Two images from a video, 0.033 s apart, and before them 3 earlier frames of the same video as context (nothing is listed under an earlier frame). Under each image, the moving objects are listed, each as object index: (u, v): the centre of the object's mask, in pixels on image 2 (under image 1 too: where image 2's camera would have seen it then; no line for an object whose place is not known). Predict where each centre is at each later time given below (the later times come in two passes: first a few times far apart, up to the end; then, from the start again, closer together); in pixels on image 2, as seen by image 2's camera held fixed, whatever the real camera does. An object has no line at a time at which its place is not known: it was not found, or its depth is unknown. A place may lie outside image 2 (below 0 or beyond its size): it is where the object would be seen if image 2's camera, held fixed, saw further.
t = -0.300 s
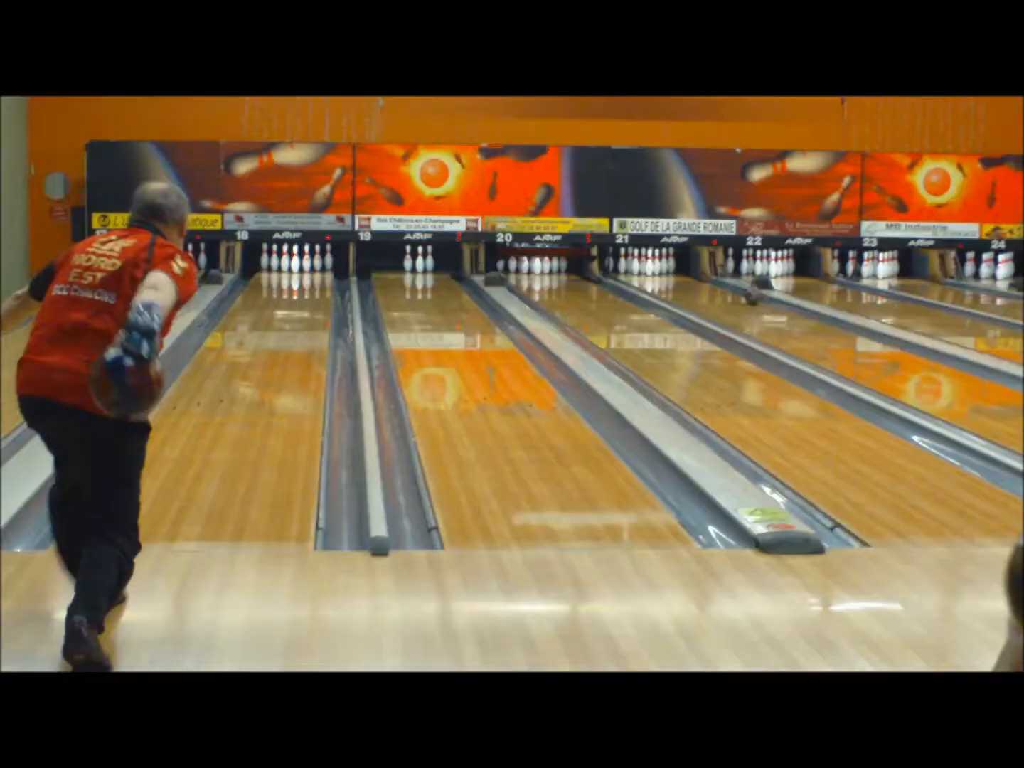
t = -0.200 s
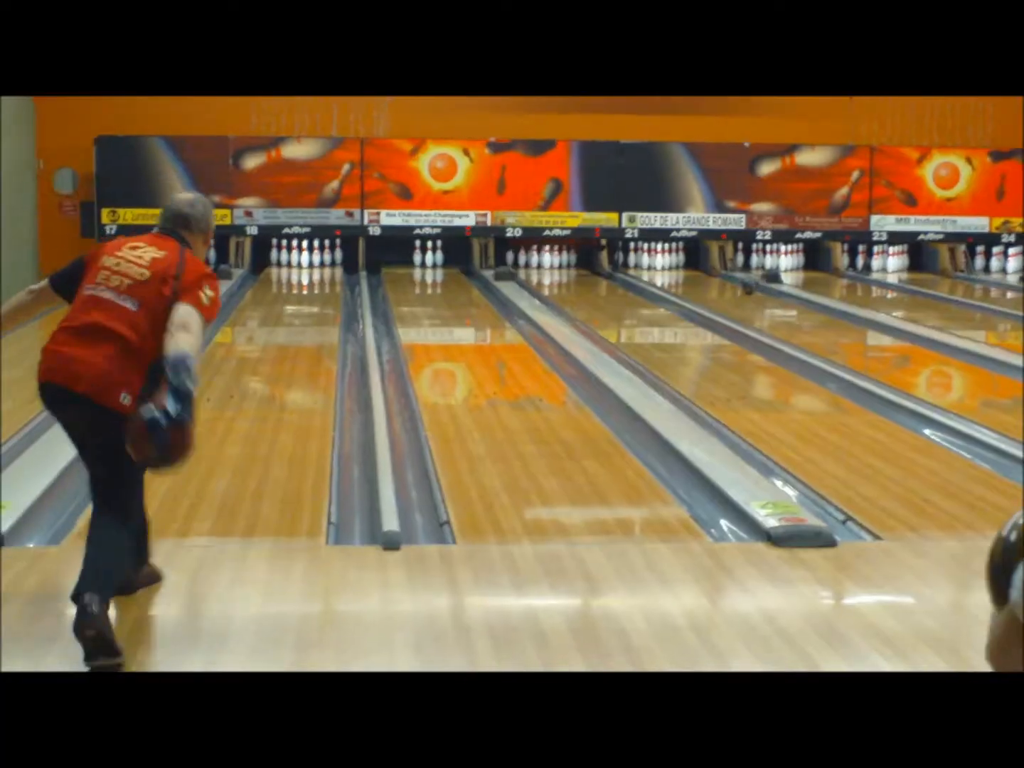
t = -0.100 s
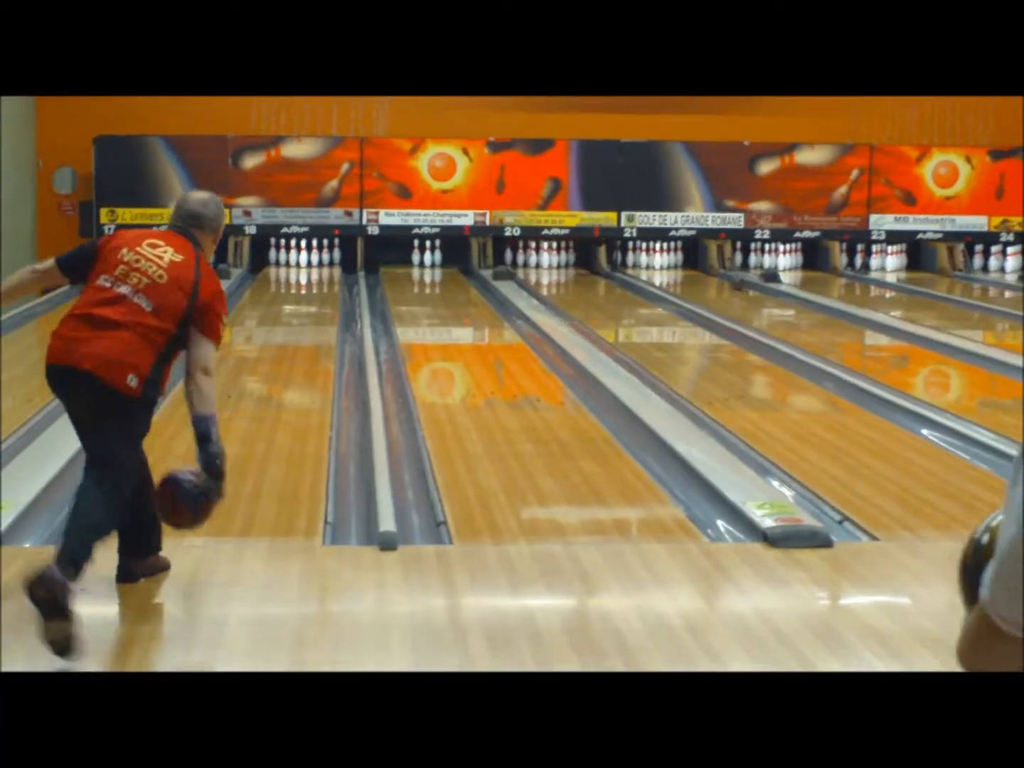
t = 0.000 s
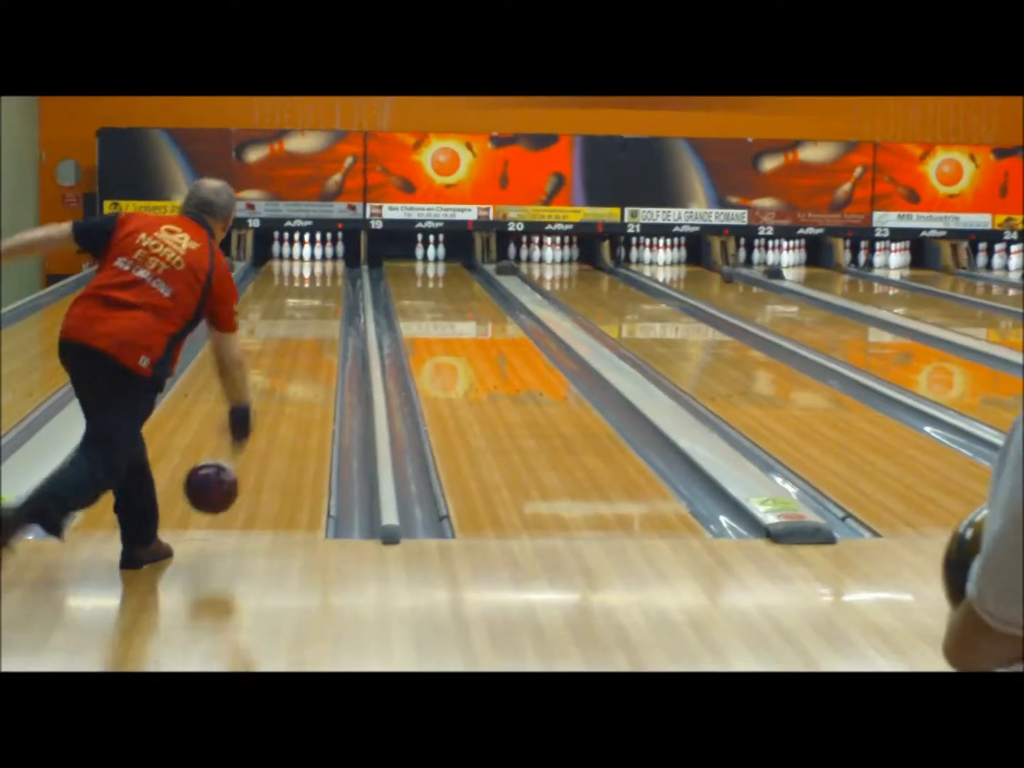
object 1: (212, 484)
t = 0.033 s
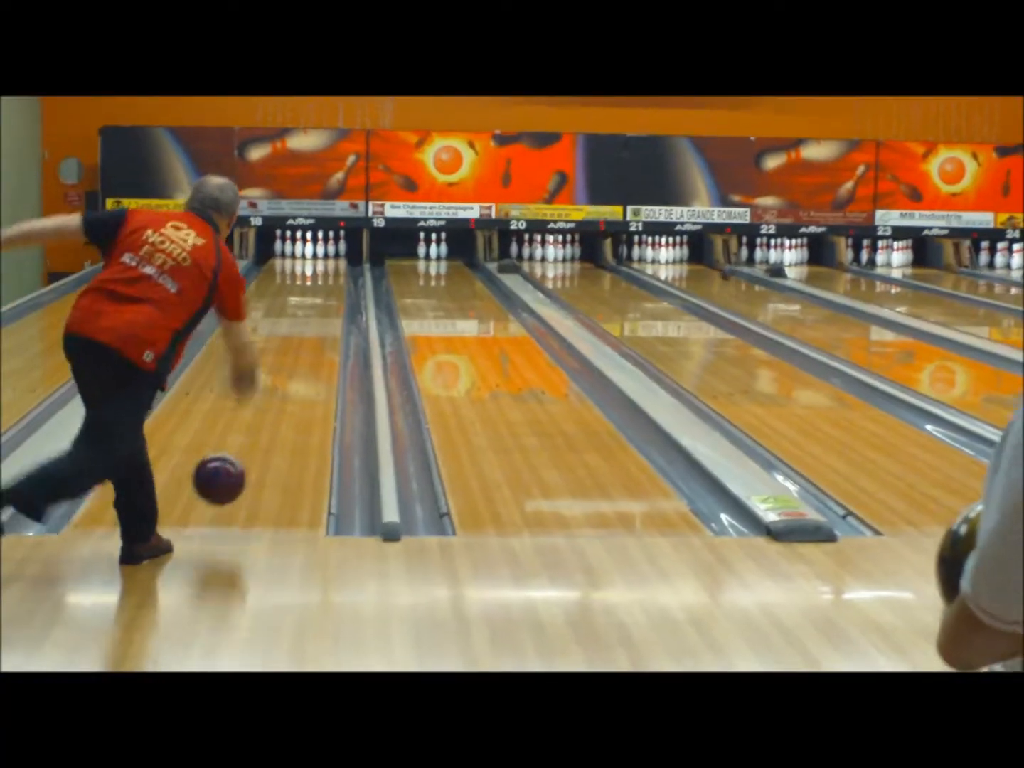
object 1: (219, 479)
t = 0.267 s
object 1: (257, 442)
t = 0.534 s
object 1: (285, 389)
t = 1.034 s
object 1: (317, 328)
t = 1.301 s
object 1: (323, 307)
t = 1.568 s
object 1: (330, 290)
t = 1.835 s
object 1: (333, 277)
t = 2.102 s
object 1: (332, 266)
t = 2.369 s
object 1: (328, 258)
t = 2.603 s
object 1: (322, 251)
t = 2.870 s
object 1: (321, 249)
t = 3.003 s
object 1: (321, 252)
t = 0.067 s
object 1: (226, 477)
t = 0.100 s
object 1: (232, 477)
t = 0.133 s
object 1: (237, 478)
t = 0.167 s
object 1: (242, 467)
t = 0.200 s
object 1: (247, 458)
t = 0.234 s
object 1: (253, 450)
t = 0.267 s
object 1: (257, 442)
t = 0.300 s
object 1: (261, 433)
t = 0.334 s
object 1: (265, 427)
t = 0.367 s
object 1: (269, 419)
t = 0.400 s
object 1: (272, 412)
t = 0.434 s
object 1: (275, 405)
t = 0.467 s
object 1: (279, 400)
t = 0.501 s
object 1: (281, 394)
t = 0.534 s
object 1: (285, 389)
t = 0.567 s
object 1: (287, 383)
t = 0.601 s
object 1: (290, 378)
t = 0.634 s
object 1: (289, 373)
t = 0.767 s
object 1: (302, 355)
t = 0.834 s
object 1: (305, 347)
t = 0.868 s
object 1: (307, 344)
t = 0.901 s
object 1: (309, 340)
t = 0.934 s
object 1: (310, 337)
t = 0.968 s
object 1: (311, 334)
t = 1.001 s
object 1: (313, 331)
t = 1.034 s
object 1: (317, 328)
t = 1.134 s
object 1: (323, 319)
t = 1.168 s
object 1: (319, 316)
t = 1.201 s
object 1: (320, 313)
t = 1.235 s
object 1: (322, 310)
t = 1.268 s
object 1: (322, 309)
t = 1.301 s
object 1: (323, 307)
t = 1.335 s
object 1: (324, 304)
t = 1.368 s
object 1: (325, 302)
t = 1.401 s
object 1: (326, 300)
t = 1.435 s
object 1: (327, 298)
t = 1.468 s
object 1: (328, 296)
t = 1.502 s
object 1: (328, 294)
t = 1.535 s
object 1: (329, 291)
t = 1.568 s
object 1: (330, 290)
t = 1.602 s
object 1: (331, 289)
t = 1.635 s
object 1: (331, 287)
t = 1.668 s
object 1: (332, 285)
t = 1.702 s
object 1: (332, 283)
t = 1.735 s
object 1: (333, 281)
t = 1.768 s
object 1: (333, 279)
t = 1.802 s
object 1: (333, 278)
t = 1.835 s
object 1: (333, 277)
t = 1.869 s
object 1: (333, 275)
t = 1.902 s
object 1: (334, 274)
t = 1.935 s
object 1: (333, 272)
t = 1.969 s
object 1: (333, 271)
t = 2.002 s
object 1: (333, 269)
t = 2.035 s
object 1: (333, 268)
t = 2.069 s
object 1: (333, 267)
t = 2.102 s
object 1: (332, 266)
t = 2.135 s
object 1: (332, 265)
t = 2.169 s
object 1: (332, 264)
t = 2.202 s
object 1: (331, 263)
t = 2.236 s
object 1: (331, 263)
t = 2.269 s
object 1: (330, 261)
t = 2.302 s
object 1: (329, 260)
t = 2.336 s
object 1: (329, 259)
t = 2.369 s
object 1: (328, 258)
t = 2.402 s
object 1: (327, 257)
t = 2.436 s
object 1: (325, 257)
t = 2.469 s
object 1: (325, 255)
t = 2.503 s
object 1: (324, 255)
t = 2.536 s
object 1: (322, 252)
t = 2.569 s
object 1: (322, 251)
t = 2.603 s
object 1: (322, 251)
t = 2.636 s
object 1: (322, 251)
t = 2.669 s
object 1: (322, 250)
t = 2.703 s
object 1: (322, 250)
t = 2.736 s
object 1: (323, 247)
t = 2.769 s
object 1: (321, 250)
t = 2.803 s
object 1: (318, 250)
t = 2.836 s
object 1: (320, 250)
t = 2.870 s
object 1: (321, 249)
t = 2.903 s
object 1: (320, 250)
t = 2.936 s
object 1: (320, 251)
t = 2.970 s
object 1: (321, 251)
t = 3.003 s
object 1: (321, 252)
